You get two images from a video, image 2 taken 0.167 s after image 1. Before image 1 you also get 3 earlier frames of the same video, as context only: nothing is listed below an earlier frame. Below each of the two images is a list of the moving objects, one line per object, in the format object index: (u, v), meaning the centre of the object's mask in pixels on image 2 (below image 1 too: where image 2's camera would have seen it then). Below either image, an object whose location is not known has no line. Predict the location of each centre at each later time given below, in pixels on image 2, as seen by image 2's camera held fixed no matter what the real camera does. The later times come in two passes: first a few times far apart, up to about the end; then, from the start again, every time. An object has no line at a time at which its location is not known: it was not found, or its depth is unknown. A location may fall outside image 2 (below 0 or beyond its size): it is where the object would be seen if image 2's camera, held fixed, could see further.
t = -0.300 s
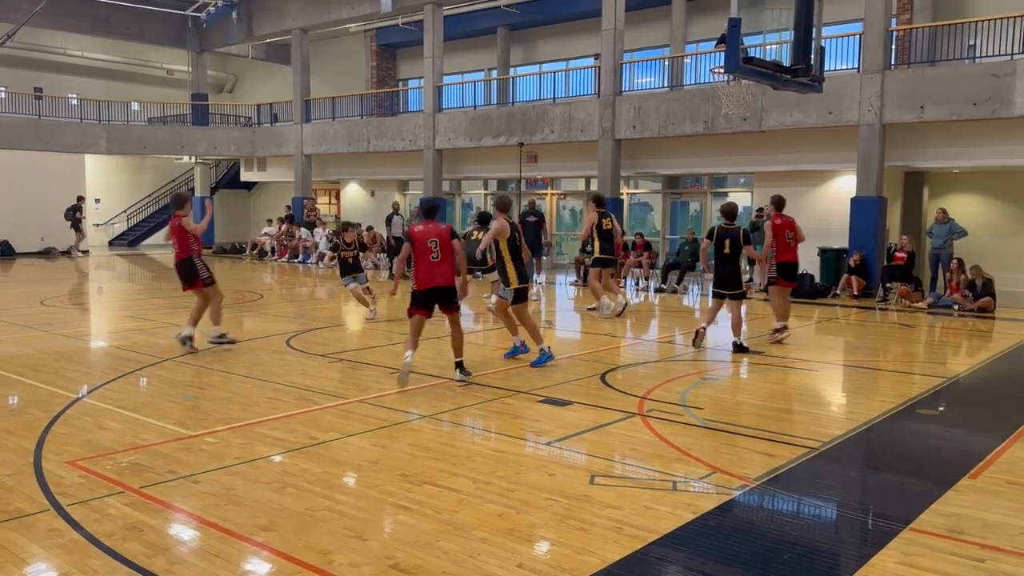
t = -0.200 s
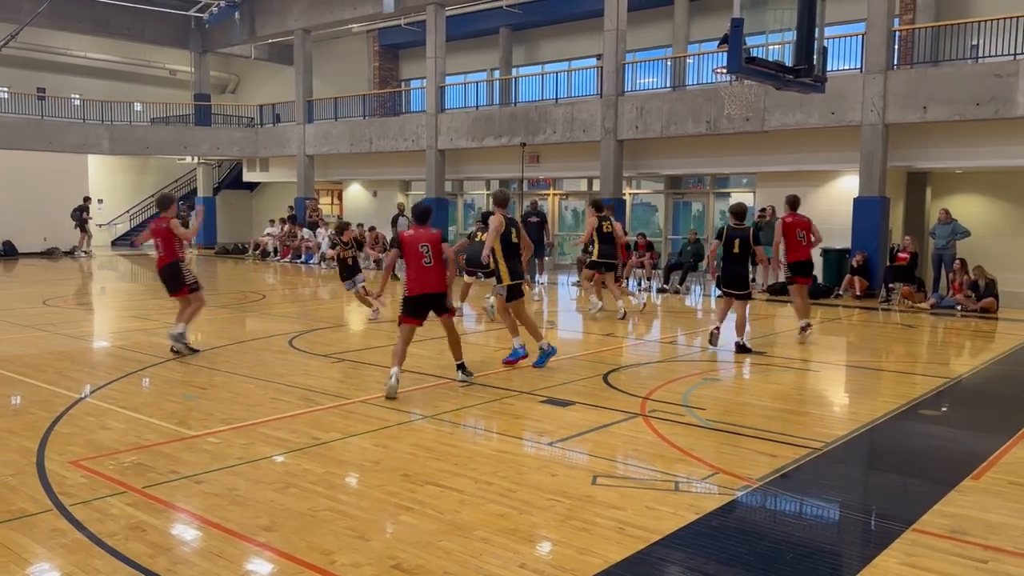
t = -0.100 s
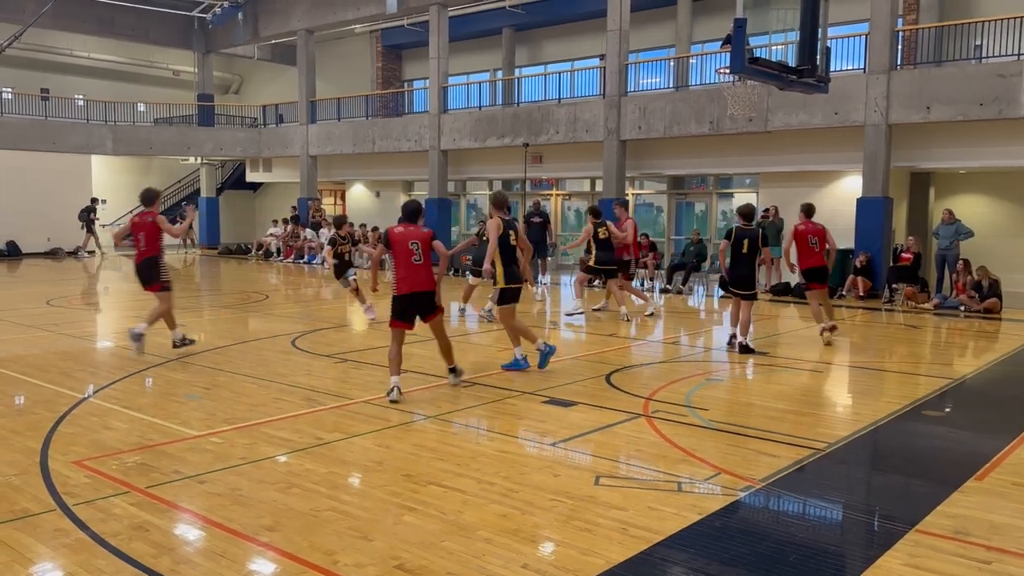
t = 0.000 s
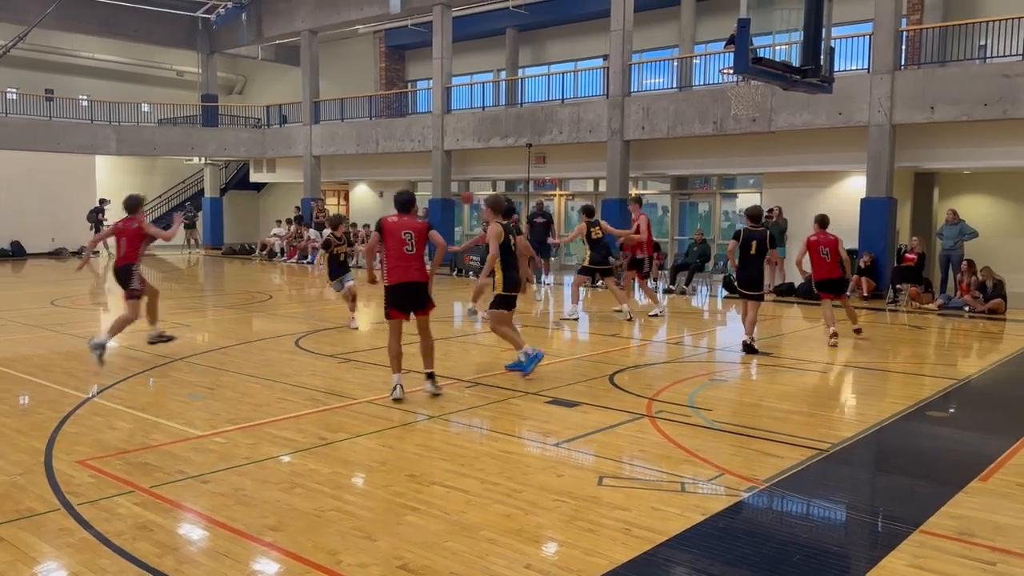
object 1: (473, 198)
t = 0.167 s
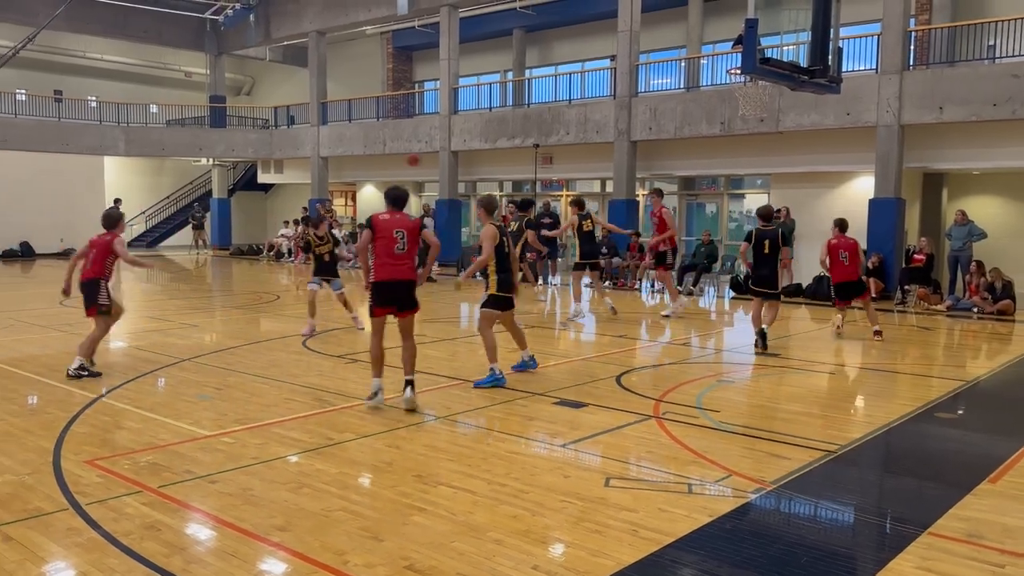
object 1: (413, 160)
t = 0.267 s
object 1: (371, 141)
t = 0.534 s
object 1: (234, 117)
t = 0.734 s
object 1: (101, 133)
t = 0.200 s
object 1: (400, 153)
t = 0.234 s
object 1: (385, 146)
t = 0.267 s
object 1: (371, 141)
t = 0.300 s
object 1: (356, 135)
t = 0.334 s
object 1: (341, 131)
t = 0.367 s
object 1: (325, 126)
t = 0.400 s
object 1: (307, 122)
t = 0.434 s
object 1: (290, 120)
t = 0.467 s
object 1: (272, 119)
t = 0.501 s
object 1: (254, 117)
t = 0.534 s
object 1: (234, 117)
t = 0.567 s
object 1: (214, 117)
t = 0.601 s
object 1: (193, 118)
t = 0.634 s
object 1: (172, 120)
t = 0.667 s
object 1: (149, 123)
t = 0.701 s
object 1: (126, 128)
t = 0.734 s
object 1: (101, 133)
